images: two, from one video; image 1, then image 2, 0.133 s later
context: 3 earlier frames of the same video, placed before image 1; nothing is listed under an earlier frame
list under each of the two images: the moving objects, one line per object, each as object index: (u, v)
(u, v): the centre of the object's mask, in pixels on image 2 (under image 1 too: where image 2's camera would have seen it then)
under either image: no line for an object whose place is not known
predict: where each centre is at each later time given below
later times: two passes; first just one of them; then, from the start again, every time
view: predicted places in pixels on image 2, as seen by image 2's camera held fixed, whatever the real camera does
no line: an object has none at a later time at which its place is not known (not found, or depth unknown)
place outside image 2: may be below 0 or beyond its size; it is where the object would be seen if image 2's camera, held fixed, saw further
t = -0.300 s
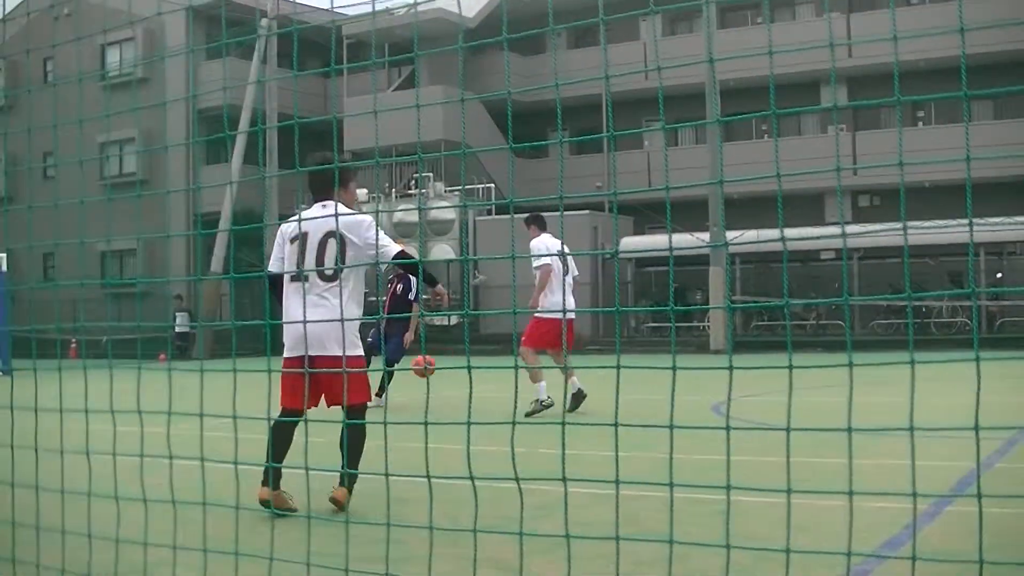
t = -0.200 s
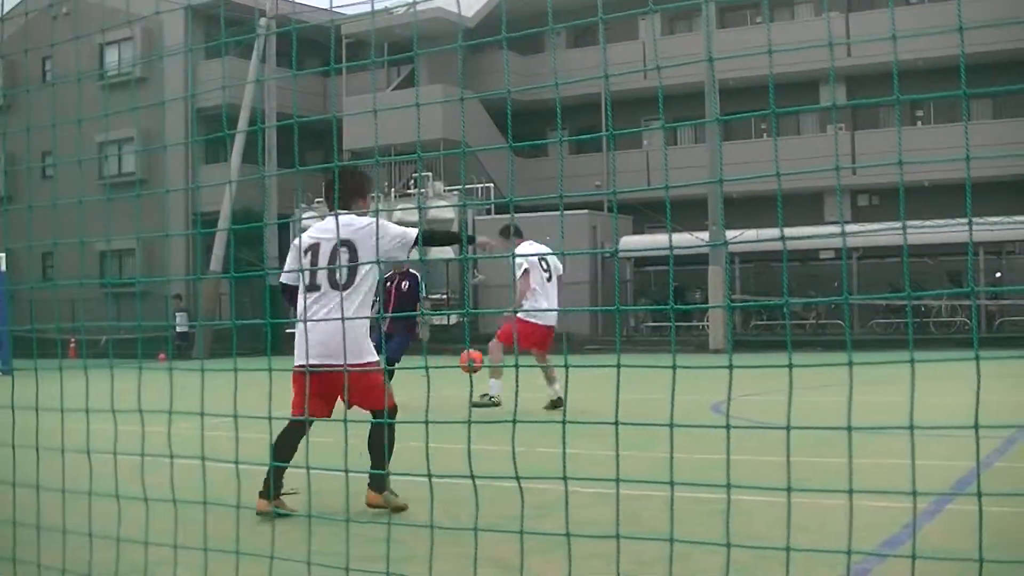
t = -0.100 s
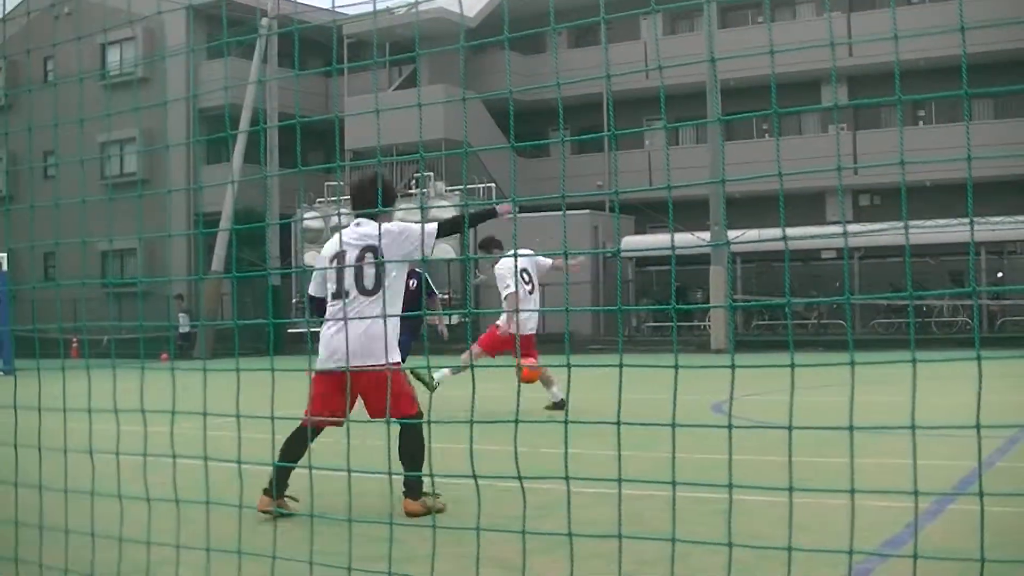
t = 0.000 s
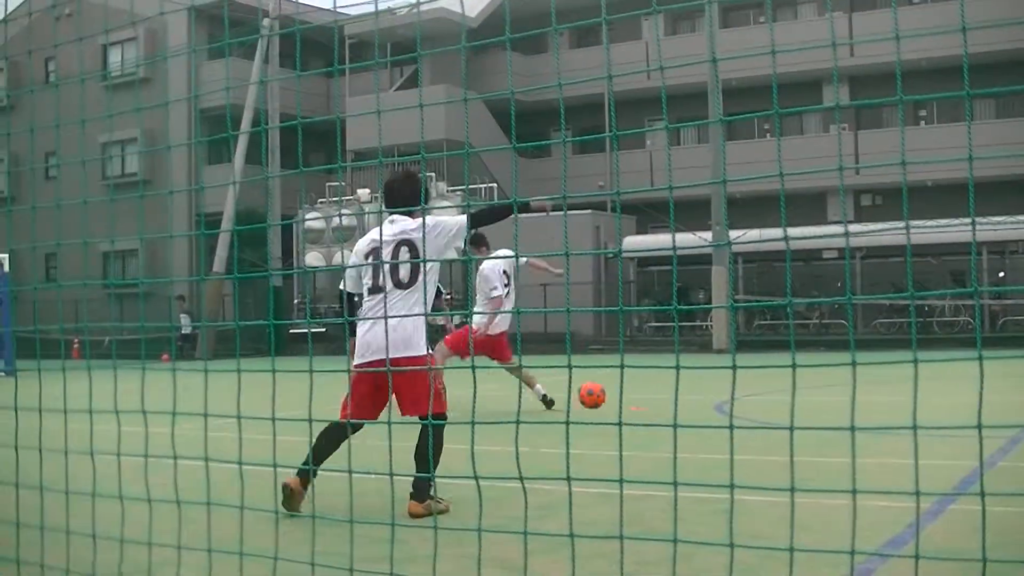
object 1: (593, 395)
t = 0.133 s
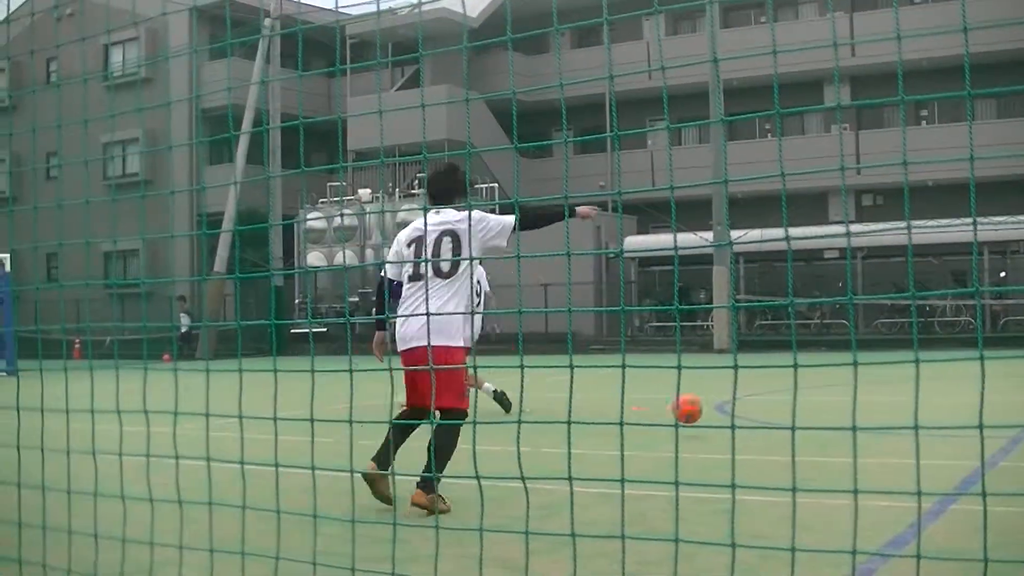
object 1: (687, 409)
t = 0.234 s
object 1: (764, 401)
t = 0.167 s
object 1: (713, 405)
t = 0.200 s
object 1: (738, 402)
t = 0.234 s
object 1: (764, 401)
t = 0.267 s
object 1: (790, 402)
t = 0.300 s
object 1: (818, 404)
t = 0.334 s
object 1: (843, 408)
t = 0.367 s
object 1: (868, 412)
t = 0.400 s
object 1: (895, 421)
